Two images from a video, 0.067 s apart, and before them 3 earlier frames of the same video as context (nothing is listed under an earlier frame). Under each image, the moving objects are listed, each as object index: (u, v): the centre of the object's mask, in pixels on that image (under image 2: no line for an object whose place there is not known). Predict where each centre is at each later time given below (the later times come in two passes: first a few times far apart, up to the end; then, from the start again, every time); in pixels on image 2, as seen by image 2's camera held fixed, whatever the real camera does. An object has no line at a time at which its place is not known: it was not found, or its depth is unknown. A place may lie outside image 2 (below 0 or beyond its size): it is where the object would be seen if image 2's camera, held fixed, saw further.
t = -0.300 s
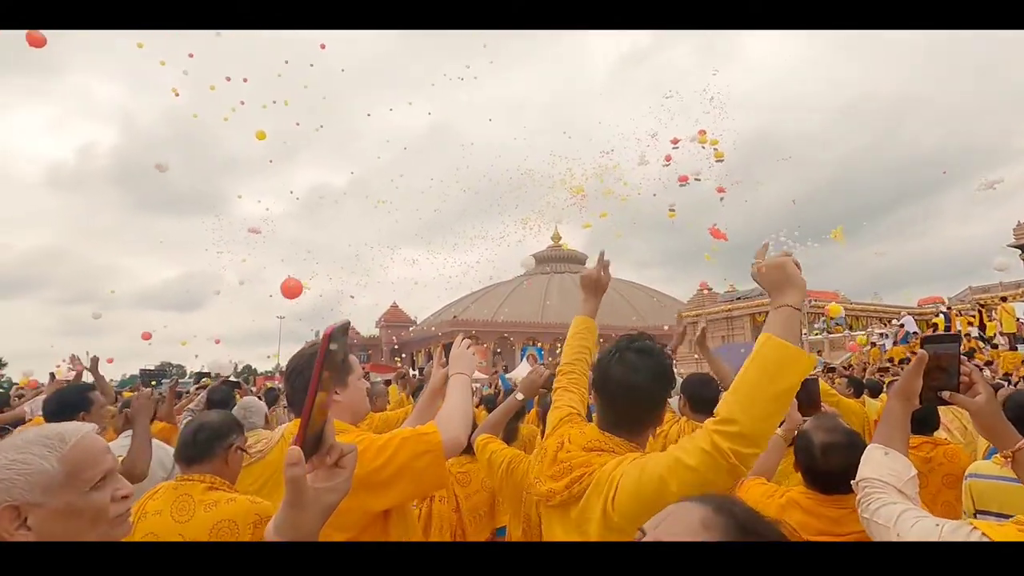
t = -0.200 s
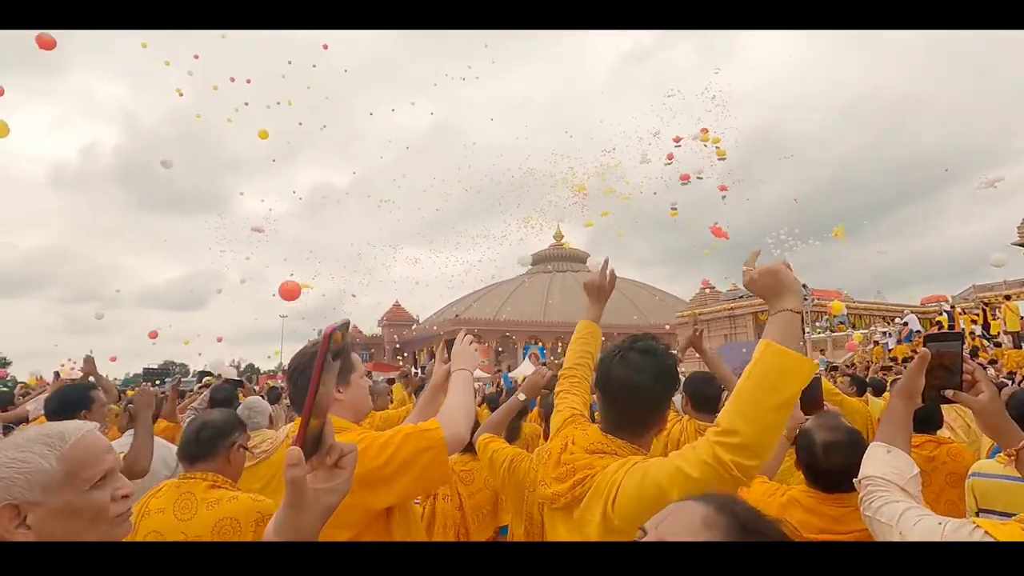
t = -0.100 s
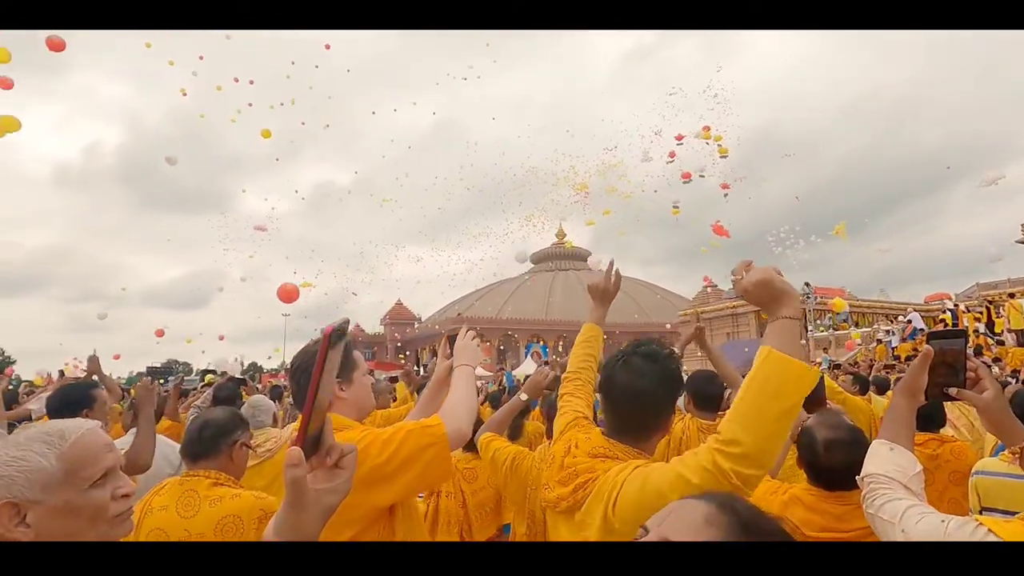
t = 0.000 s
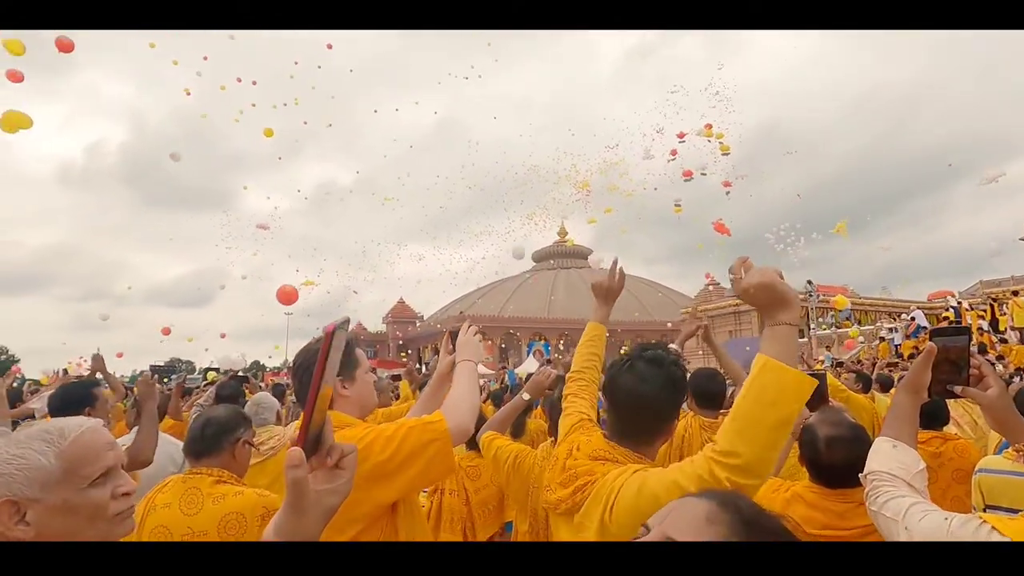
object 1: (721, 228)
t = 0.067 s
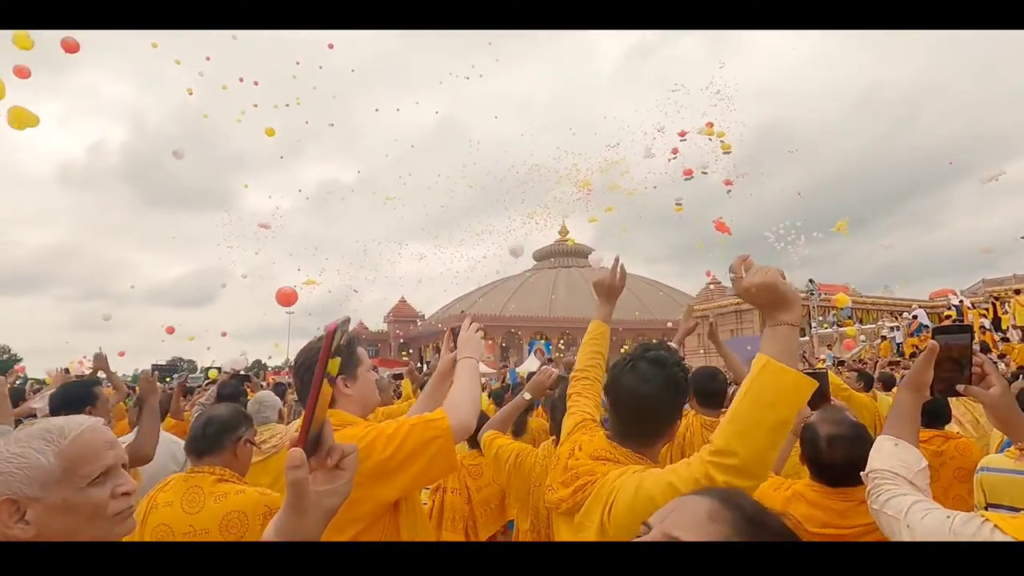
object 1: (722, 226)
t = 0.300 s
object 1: (719, 226)
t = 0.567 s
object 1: (715, 226)
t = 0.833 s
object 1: (711, 226)
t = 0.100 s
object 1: (721, 226)
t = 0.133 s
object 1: (721, 226)
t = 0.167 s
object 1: (721, 226)
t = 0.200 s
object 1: (720, 227)
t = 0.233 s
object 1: (720, 226)
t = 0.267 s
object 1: (719, 227)
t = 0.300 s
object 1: (719, 226)
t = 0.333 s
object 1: (718, 227)
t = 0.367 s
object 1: (718, 227)
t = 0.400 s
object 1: (718, 226)
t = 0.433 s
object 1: (717, 226)
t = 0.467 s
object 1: (717, 226)
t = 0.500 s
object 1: (716, 226)
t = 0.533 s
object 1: (716, 226)
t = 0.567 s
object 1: (715, 226)
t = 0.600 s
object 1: (715, 226)
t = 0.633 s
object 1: (715, 226)
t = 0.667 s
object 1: (714, 226)
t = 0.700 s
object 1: (714, 226)
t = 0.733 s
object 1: (713, 226)
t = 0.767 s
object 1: (713, 226)
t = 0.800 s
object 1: (712, 226)
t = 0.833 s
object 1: (711, 226)
